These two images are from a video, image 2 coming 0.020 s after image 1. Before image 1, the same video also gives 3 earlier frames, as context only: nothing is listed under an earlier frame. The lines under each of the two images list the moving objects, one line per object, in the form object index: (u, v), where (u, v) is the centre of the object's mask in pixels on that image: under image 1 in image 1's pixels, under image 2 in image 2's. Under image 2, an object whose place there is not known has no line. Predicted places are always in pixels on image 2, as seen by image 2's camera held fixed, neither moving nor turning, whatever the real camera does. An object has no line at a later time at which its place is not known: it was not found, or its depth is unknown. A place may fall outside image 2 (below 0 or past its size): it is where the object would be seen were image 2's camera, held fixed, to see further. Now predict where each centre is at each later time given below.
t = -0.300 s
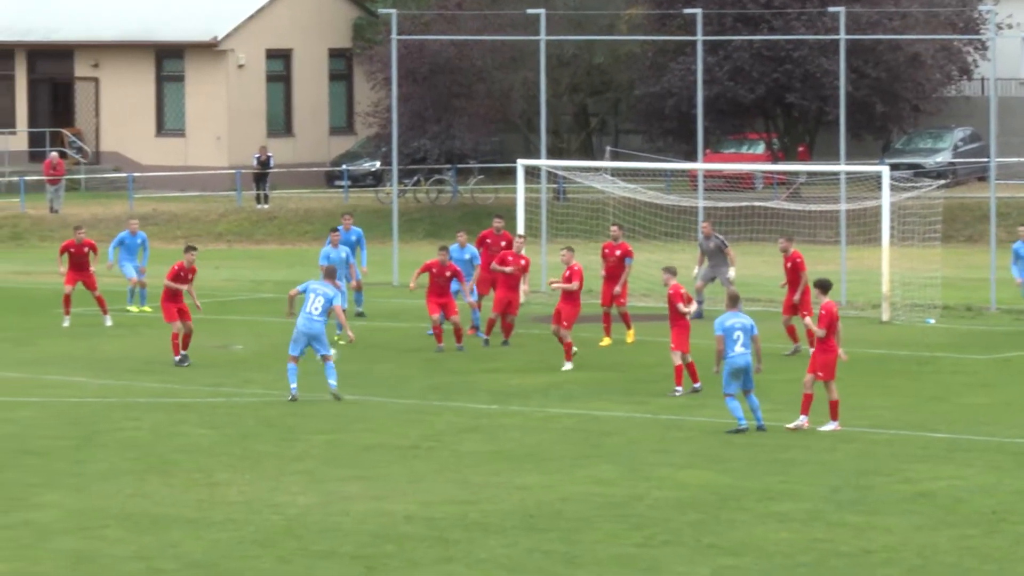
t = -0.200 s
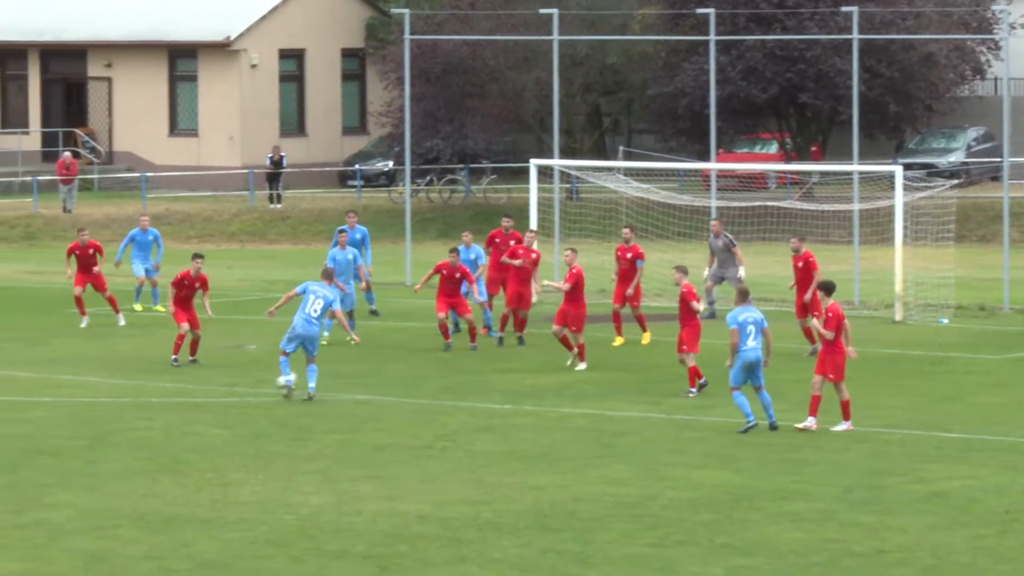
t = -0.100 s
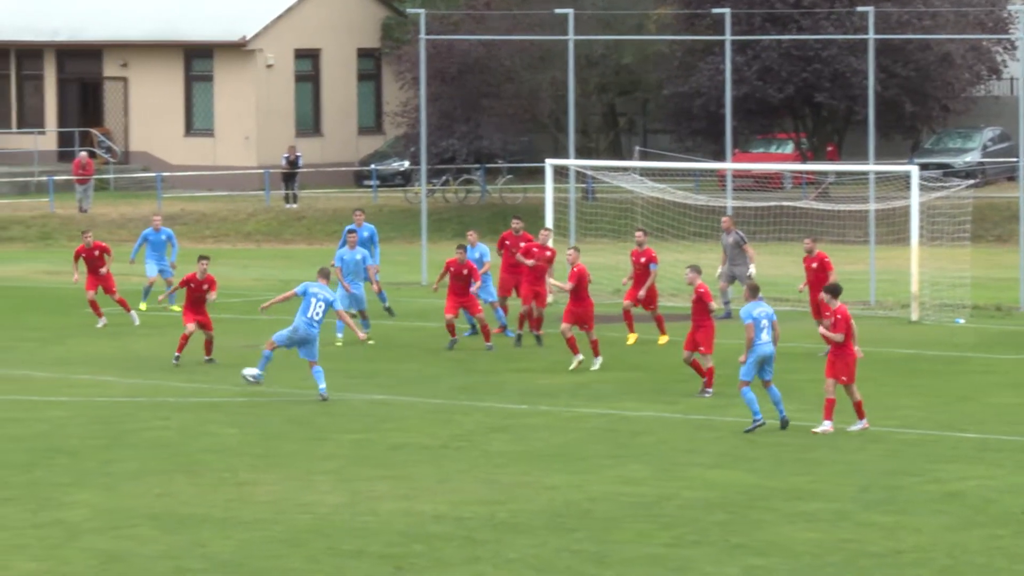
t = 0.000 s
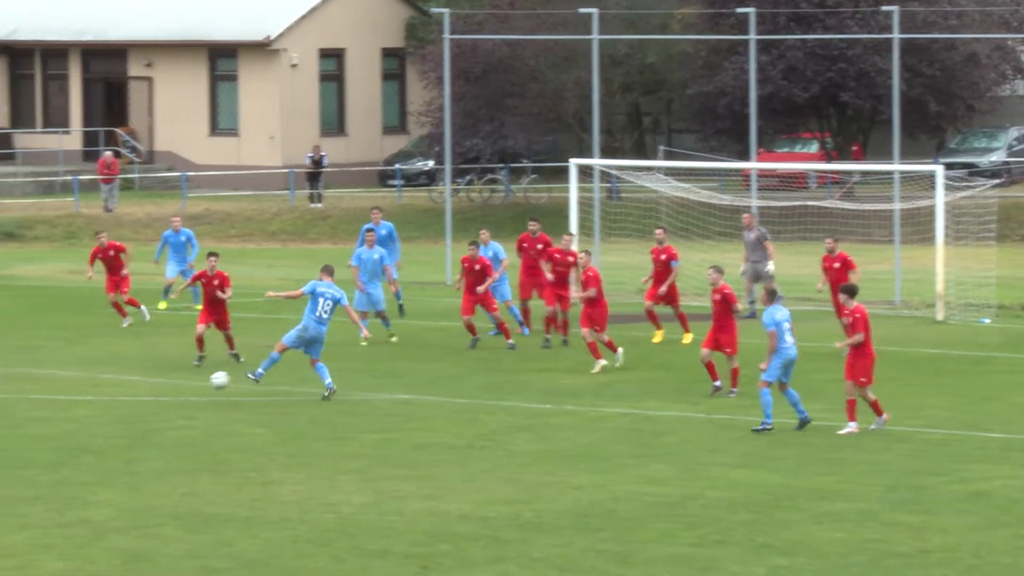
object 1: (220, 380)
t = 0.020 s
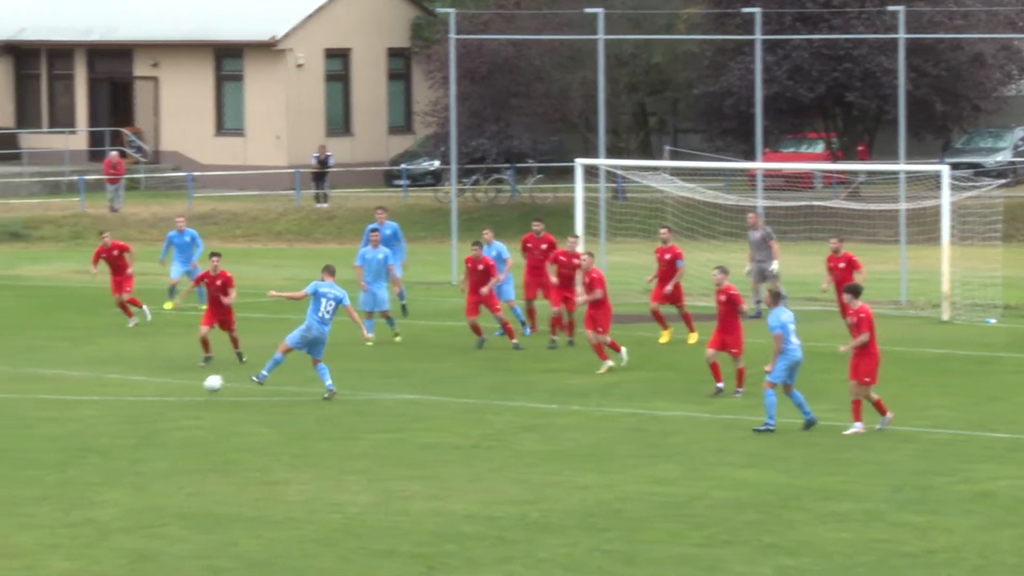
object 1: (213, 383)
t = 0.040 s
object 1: (201, 387)
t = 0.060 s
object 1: (190, 391)
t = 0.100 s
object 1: (169, 395)
